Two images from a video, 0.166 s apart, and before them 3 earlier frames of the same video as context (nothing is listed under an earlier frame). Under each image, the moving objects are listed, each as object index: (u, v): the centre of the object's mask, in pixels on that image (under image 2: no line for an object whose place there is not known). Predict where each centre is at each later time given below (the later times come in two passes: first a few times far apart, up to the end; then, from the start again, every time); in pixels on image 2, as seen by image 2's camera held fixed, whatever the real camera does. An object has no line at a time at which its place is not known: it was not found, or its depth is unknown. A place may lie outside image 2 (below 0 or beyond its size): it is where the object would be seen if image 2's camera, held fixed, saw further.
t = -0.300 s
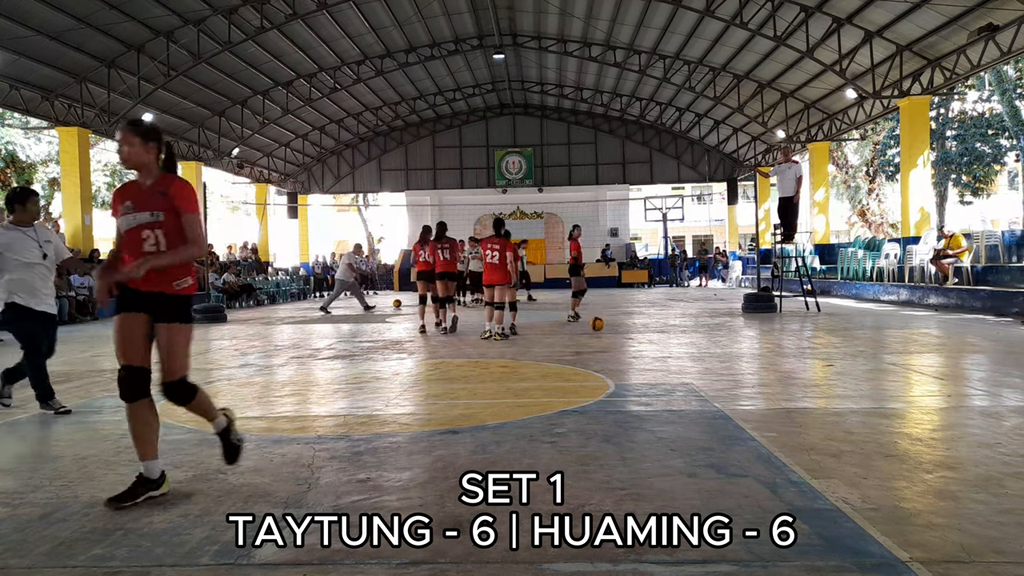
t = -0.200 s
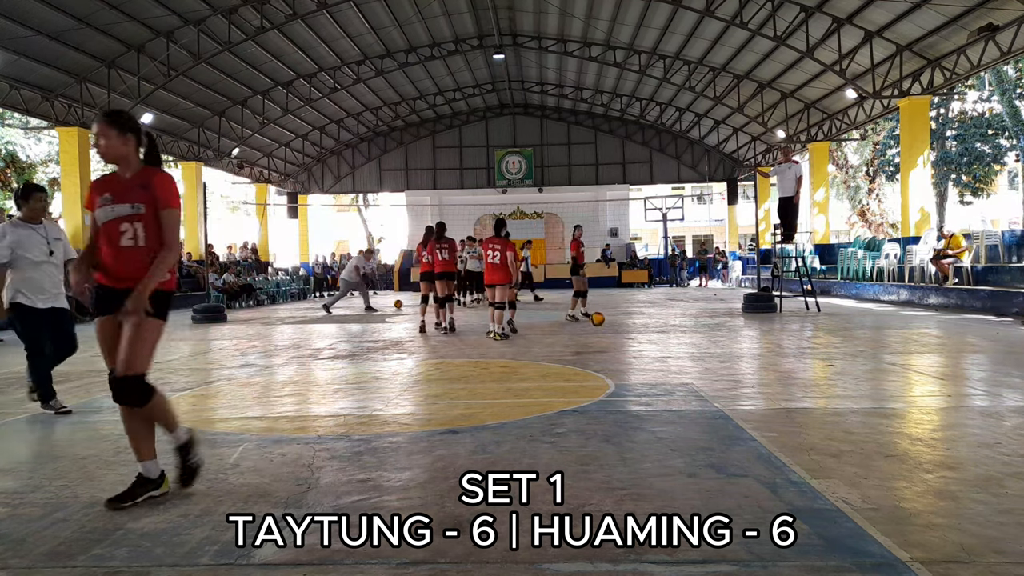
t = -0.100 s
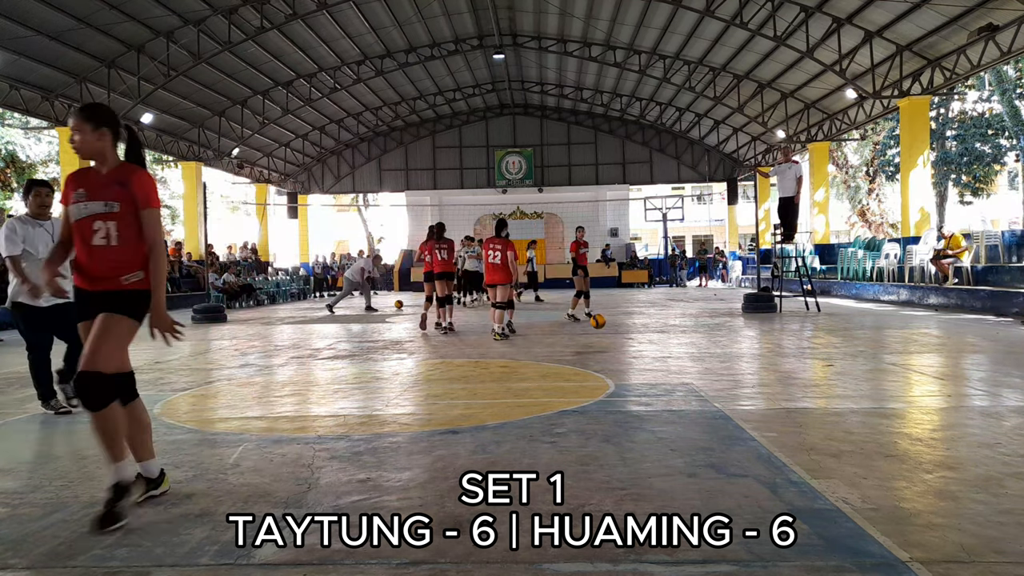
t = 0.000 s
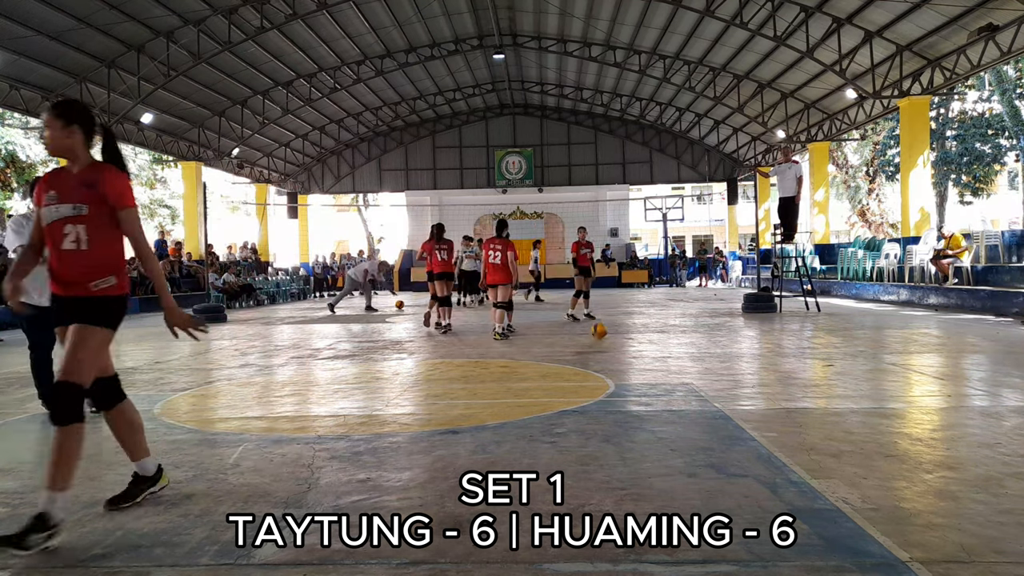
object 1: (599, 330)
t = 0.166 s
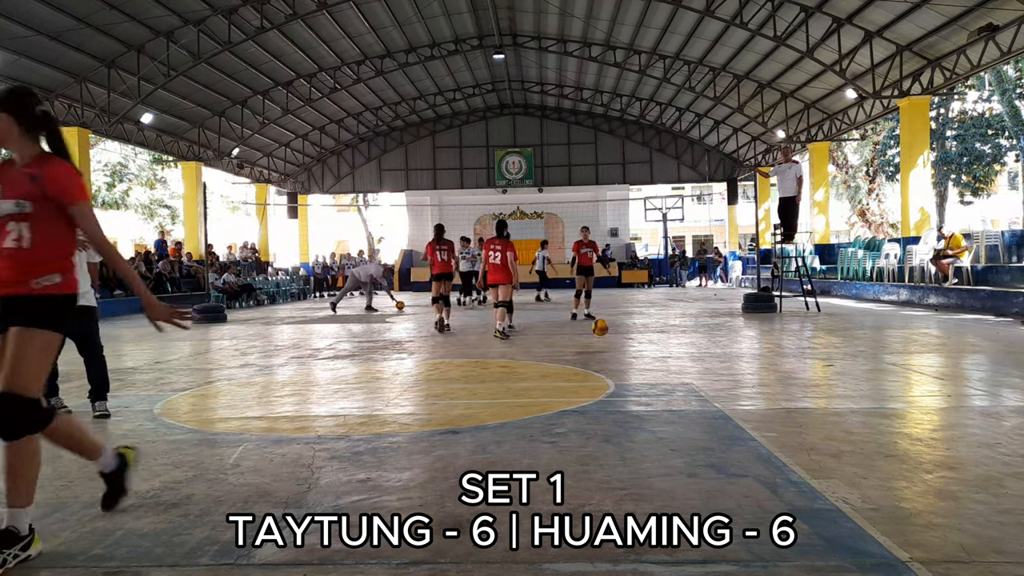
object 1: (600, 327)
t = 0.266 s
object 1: (601, 335)
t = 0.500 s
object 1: (603, 342)
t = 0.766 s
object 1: (606, 350)
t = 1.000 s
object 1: (611, 363)
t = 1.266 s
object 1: (618, 384)
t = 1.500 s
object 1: (630, 404)
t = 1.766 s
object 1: (649, 433)
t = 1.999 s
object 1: (674, 475)
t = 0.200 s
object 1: (600, 329)
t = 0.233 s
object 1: (601, 331)
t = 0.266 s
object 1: (601, 335)
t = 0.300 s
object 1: (601, 340)
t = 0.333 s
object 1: (602, 339)
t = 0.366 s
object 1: (602, 338)
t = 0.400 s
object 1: (602, 337)
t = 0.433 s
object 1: (603, 338)
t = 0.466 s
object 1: (603, 339)
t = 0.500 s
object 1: (603, 342)
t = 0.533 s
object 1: (603, 346)
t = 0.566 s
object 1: (604, 348)
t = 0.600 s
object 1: (604, 346)
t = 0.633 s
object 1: (605, 344)
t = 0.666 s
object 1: (605, 344)
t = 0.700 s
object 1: (606, 344)
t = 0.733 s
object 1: (606, 346)
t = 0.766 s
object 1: (606, 350)
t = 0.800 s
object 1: (607, 354)
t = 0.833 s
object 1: (608, 360)
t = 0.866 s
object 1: (608, 360)
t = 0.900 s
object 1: (609, 359)
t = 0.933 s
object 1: (610, 359)
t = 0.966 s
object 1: (610, 360)
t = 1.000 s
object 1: (611, 363)
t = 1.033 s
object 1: (612, 367)
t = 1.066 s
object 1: (613, 373)
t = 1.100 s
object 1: (614, 373)
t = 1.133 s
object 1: (614, 372)
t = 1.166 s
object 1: (615, 373)
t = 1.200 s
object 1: (616, 375)
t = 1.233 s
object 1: (618, 379)
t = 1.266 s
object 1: (618, 384)
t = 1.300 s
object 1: (620, 387)
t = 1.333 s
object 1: (621, 387)
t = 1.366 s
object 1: (623, 387)
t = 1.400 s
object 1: (624, 390)
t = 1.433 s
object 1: (626, 394)
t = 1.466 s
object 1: (628, 400)
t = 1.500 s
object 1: (630, 404)
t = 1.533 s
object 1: (632, 405)
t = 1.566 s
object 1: (634, 407)
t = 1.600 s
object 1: (636, 412)
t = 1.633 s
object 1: (639, 418)
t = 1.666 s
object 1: (641, 423)
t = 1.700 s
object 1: (644, 424)
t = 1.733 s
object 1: (646, 428)
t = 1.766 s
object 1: (649, 433)
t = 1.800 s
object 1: (652, 442)
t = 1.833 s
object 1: (655, 445)
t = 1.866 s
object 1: (659, 449)
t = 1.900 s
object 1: (662, 454)
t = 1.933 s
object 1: (666, 465)
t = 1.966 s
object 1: (670, 469)
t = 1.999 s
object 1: (674, 475)
